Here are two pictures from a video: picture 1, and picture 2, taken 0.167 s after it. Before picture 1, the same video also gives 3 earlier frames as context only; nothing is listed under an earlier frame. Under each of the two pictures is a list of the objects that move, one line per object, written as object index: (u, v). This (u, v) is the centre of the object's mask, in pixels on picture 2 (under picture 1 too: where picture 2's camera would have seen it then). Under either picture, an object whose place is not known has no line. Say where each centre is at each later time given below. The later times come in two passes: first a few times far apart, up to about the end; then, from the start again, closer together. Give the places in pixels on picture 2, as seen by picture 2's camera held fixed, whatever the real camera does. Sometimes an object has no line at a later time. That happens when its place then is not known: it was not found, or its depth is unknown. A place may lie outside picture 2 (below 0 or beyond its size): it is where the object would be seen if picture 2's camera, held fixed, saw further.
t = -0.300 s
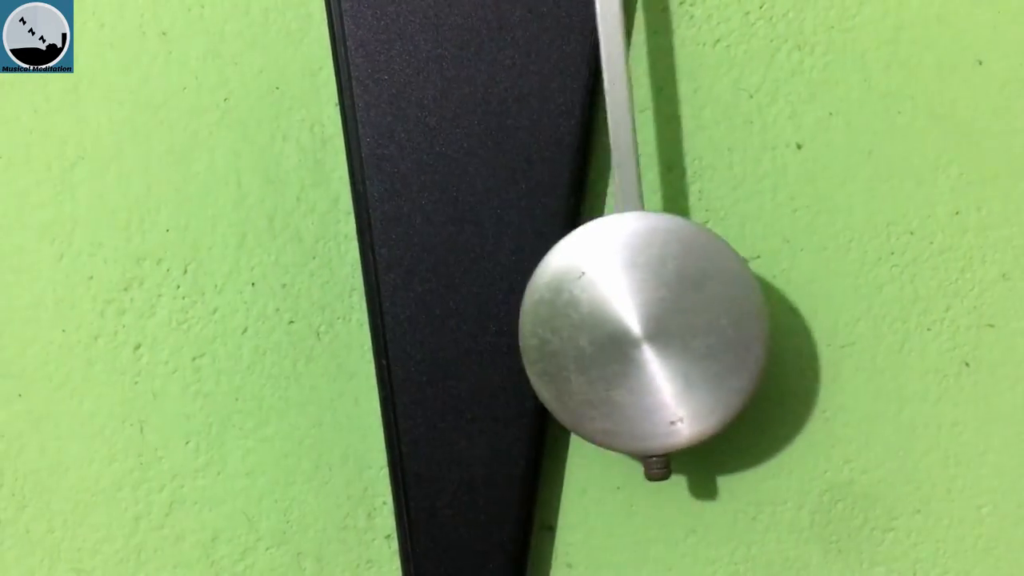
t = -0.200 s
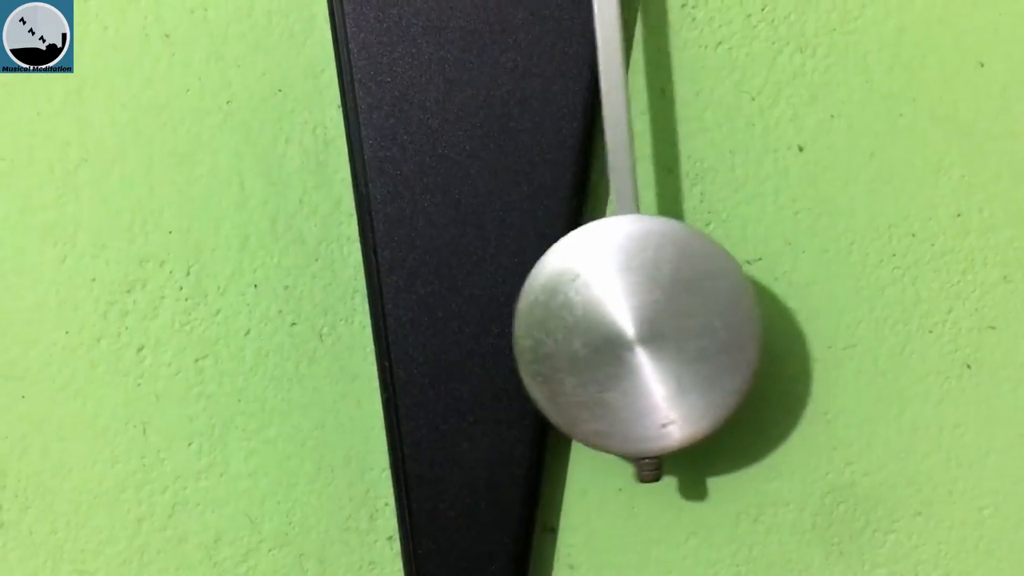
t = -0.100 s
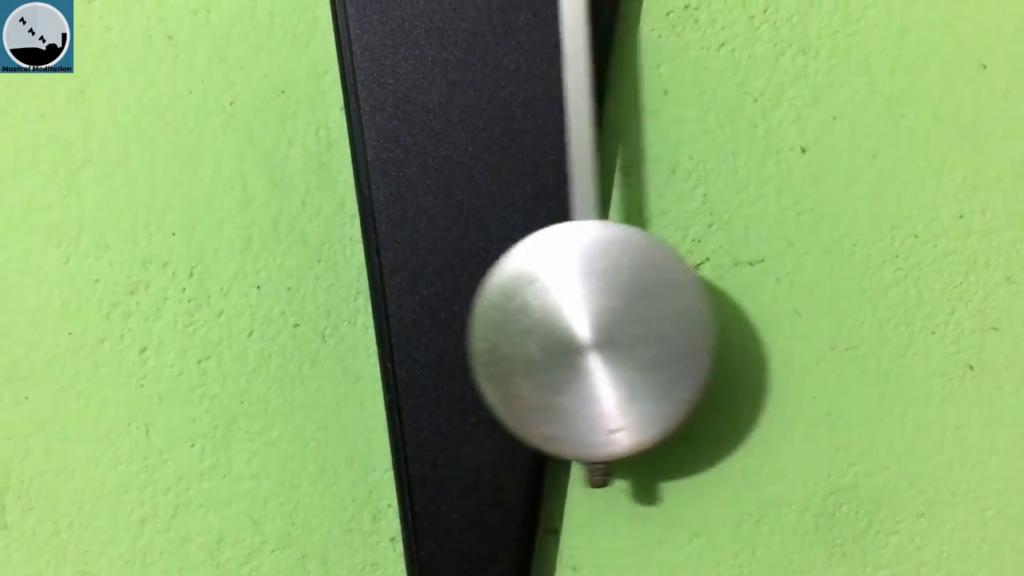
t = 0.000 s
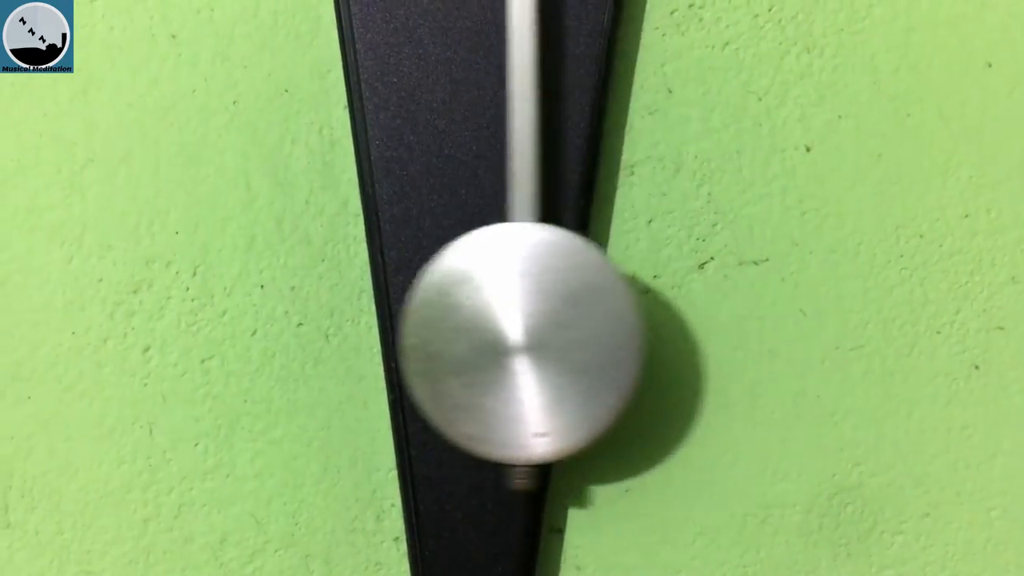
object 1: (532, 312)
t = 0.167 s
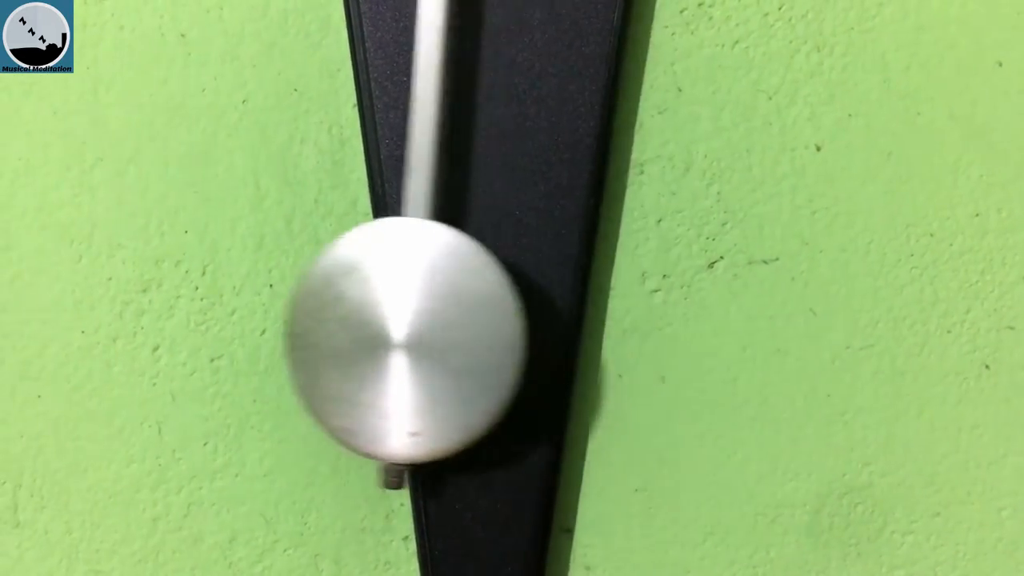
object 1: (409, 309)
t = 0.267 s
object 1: (361, 313)
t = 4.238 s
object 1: (572, 317)
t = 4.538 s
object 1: (629, 316)
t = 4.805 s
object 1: (455, 315)
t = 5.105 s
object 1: (372, 318)
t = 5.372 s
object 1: (540, 319)
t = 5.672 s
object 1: (641, 317)
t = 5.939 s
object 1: (486, 316)
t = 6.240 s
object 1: (365, 317)
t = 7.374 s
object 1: (358, 315)
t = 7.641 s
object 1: (481, 313)
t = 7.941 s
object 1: (658, 314)
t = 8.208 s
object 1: (555, 315)
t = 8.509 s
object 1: (356, 317)
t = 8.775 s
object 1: (443, 311)
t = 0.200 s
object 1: (390, 307)
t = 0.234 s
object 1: (373, 312)
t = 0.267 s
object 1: (361, 313)
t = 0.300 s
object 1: (354, 314)
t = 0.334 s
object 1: (352, 314)
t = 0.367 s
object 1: (354, 315)
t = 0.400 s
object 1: (363, 316)
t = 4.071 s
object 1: (448, 316)
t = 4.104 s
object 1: (472, 317)
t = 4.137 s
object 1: (498, 316)
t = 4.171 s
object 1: (522, 318)
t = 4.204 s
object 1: (549, 318)
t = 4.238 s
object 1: (572, 317)
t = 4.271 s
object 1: (594, 318)
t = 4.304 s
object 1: (613, 318)
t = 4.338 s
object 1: (629, 318)
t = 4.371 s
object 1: (641, 318)
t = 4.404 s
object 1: (648, 318)
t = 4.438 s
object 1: (650, 317)
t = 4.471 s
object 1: (648, 317)
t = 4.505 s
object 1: (640, 317)
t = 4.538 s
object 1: (629, 316)
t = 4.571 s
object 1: (614, 316)
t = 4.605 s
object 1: (595, 317)
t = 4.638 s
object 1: (574, 316)
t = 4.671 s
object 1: (551, 316)
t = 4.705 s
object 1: (527, 317)
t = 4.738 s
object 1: (503, 316)
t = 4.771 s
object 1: (479, 315)
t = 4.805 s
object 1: (455, 315)
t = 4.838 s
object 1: (432, 315)
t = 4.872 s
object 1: (412, 312)
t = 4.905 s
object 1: (394, 311)
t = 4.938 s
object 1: (379, 316)
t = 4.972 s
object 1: (368, 317)
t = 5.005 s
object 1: (362, 318)
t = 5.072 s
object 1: (364, 318)
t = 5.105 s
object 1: (372, 318)
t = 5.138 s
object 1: (385, 319)
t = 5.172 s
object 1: (401, 319)
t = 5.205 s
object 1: (420, 319)
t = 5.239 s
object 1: (443, 319)
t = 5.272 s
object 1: (466, 319)
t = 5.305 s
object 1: (491, 318)
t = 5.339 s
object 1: (515, 319)
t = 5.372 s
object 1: (540, 319)
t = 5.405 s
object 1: (564, 319)
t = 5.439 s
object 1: (586, 319)
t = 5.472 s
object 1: (606, 318)
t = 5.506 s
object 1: (622, 318)
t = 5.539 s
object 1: (635, 318)
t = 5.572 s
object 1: (643, 318)
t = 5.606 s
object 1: (646, 317)
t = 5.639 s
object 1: (646, 317)
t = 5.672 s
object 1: (641, 317)
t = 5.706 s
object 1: (631, 317)
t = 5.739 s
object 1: (617, 317)
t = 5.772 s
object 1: (600, 318)
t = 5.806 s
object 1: (580, 317)
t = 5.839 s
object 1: (558, 318)
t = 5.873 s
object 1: (534, 319)
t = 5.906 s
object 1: (511, 317)
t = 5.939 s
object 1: (486, 316)
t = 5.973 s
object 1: (462, 316)
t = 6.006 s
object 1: (439, 317)
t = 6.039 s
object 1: (418, 315)
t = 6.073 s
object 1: (399, 316)
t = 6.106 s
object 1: (383, 317)
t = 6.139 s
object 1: (372, 317)
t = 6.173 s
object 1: (365, 317)
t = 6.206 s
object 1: (363, 317)
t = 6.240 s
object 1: (365, 317)
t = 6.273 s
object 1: (373, 316)
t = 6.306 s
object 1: (384, 317)
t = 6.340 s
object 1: (400, 316)
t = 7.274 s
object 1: (384, 314)
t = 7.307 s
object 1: (370, 315)
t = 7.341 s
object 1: (362, 315)
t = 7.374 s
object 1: (358, 315)
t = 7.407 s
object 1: (359, 315)
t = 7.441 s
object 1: (365, 315)
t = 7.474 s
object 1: (376, 315)
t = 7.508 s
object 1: (391, 315)
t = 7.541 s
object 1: (409, 315)
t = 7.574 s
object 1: (432, 314)
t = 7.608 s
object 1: (455, 315)
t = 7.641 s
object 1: (481, 313)
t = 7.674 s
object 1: (507, 315)
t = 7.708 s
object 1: (532, 315)
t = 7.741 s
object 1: (558, 315)
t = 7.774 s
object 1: (582, 314)
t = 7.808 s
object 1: (604, 314)
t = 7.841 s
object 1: (624, 313)
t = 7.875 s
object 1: (639, 313)
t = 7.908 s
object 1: (651, 313)
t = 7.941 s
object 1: (658, 314)
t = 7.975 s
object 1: (660, 314)
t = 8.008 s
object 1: (658, 314)
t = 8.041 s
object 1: (650, 314)
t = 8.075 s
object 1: (638, 315)
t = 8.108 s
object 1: (622, 315)
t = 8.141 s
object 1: (602, 315)
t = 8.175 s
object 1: (579, 315)
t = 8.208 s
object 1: (555, 315)
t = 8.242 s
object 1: (528, 316)
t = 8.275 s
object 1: (503, 315)
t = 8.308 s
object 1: (477, 315)
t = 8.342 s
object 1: (451, 315)
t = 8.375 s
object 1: (426, 316)
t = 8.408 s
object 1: (403, 316)
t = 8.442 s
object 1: (383, 315)
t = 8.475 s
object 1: (368, 316)
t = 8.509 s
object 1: (356, 317)
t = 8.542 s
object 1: (350, 316)
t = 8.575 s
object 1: (349, 317)
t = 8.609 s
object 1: (354, 316)
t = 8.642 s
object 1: (364, 315)
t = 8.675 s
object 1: (378, 315)
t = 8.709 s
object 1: (396, 316)
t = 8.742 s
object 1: (417, 314)
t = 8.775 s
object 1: (443, 311)
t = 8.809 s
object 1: (468, 313)
